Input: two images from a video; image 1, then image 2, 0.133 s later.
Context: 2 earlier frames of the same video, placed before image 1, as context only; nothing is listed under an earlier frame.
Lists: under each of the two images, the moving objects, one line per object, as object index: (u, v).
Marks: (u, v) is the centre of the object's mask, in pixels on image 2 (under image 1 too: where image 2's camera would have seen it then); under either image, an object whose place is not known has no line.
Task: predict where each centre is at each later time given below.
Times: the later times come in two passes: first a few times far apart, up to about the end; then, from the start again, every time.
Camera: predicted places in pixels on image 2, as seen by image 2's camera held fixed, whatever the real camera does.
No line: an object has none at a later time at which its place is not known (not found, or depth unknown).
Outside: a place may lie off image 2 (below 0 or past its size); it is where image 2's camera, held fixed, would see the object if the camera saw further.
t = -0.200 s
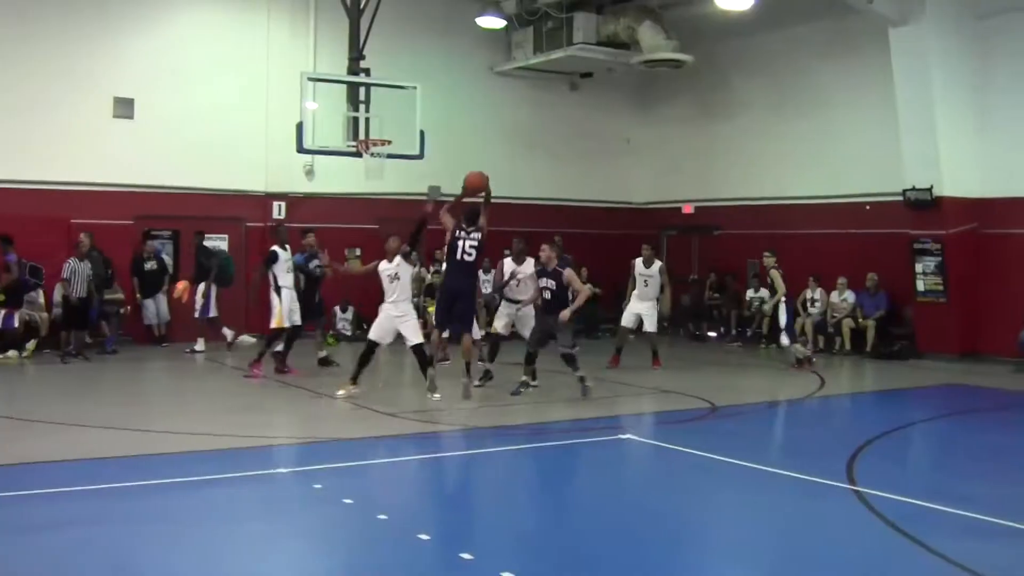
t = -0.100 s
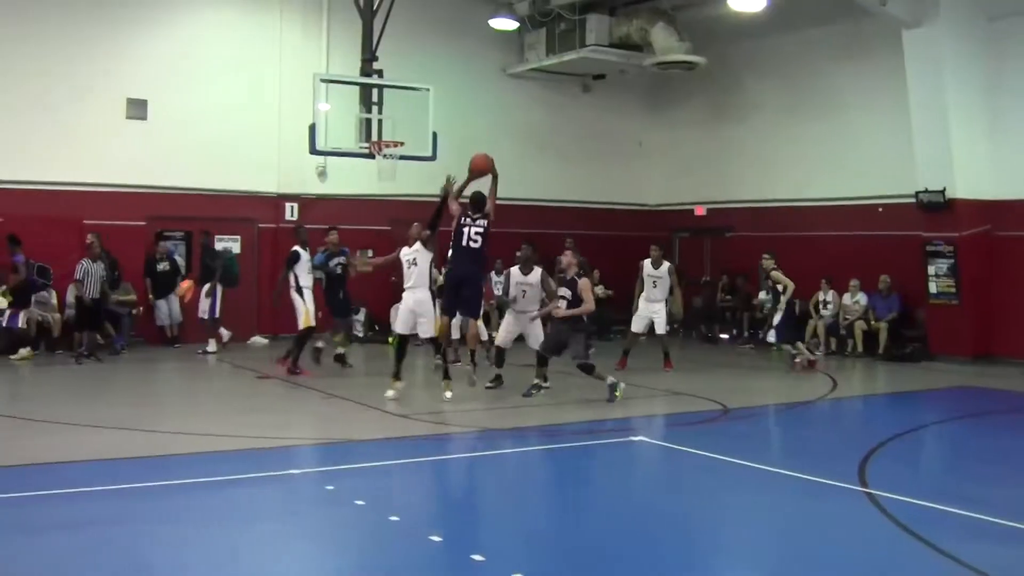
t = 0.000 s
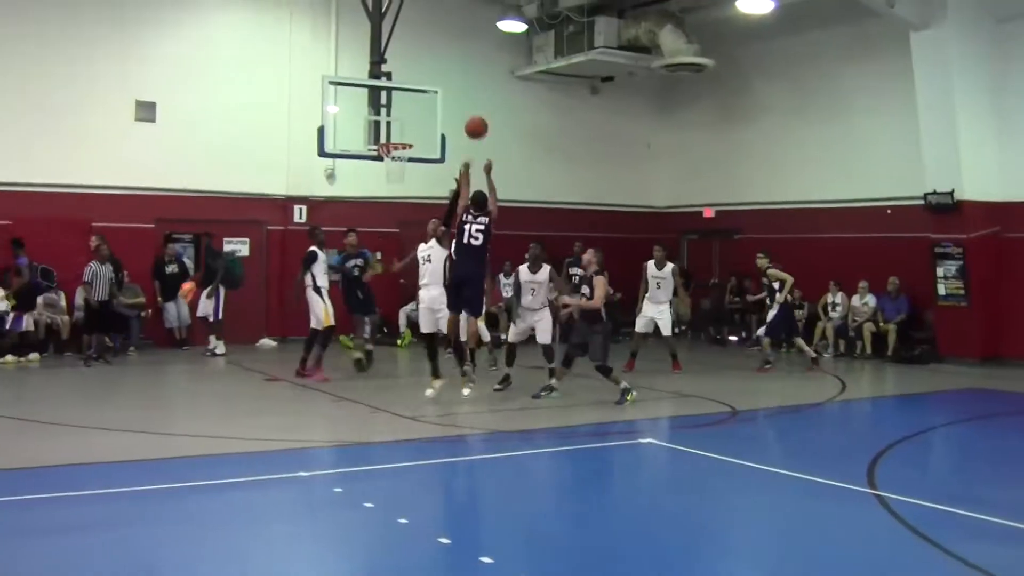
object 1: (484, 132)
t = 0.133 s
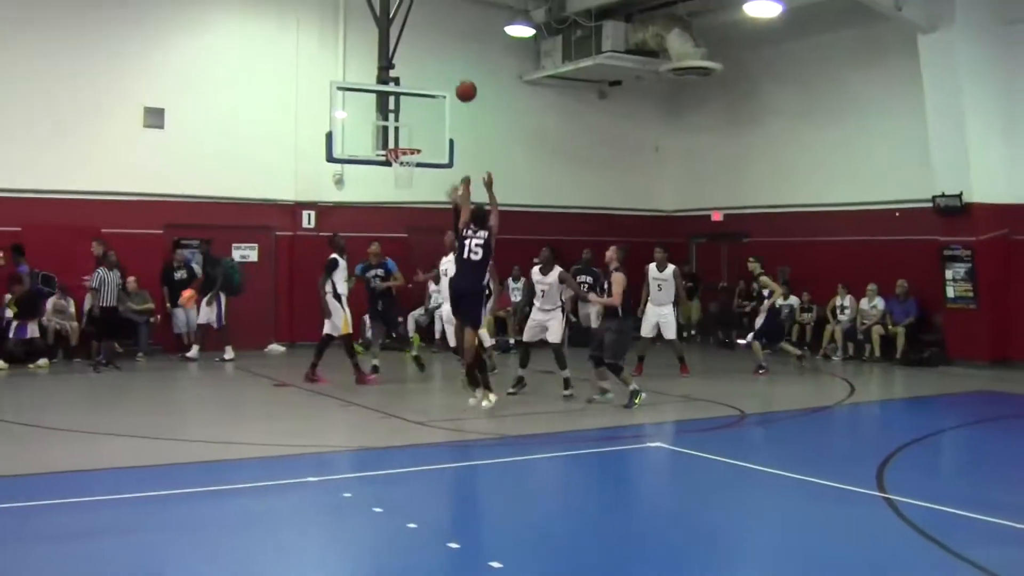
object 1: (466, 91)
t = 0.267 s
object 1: (449, 68)
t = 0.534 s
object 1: (420, 71)
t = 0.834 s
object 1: (395, 132)
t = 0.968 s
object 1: (400, 132)
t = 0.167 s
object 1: (462, 84)
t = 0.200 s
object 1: (457, 77)
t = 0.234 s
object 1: (453, 73)
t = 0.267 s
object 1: (449, 68)
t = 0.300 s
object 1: (445, 66)
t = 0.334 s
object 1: (441, 64)
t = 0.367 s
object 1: (438, 63)
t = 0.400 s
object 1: (434, 63)
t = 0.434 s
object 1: (431, 63)
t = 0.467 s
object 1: (427, 65)
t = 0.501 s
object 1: (424, 68)
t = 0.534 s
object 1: (420, 71)
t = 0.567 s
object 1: (417, 75)
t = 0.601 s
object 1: (414, 80)
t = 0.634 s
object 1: (411, 85)
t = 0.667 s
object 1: (408, 91)
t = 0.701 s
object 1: (405, 98)
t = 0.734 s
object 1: (402, 106)
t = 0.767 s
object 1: (400, 113)
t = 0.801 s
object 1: (398, 122)
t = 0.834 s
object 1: (395, 132)
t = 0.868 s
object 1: (393, 141)
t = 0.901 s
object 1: (395, 138)
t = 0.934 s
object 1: (397, 135)
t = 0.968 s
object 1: (400, 132)
